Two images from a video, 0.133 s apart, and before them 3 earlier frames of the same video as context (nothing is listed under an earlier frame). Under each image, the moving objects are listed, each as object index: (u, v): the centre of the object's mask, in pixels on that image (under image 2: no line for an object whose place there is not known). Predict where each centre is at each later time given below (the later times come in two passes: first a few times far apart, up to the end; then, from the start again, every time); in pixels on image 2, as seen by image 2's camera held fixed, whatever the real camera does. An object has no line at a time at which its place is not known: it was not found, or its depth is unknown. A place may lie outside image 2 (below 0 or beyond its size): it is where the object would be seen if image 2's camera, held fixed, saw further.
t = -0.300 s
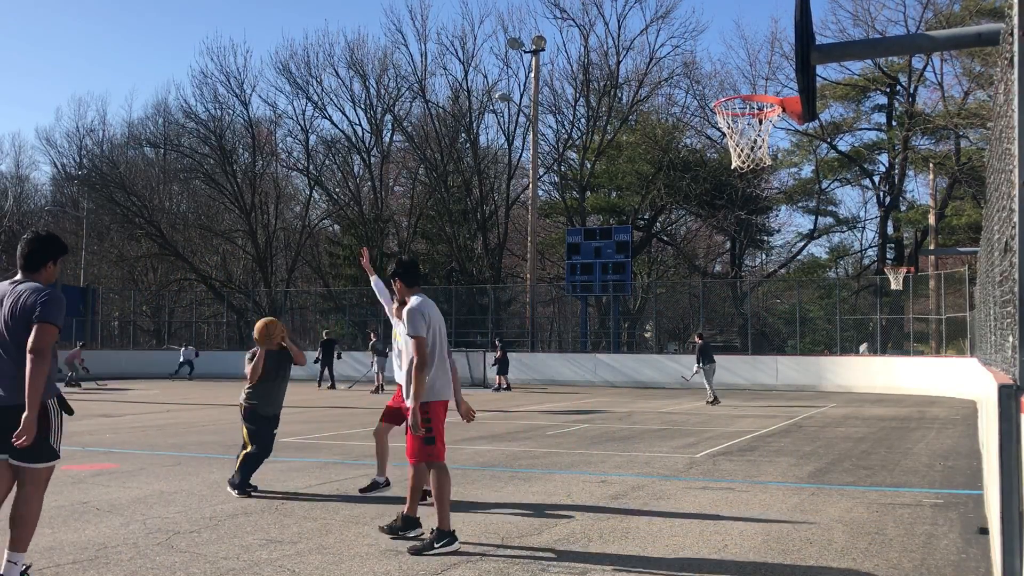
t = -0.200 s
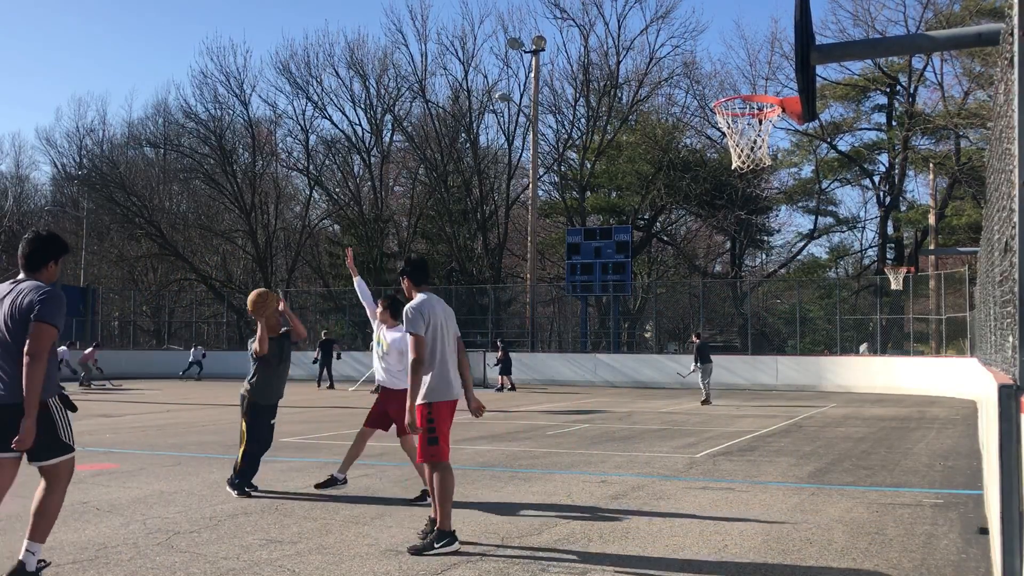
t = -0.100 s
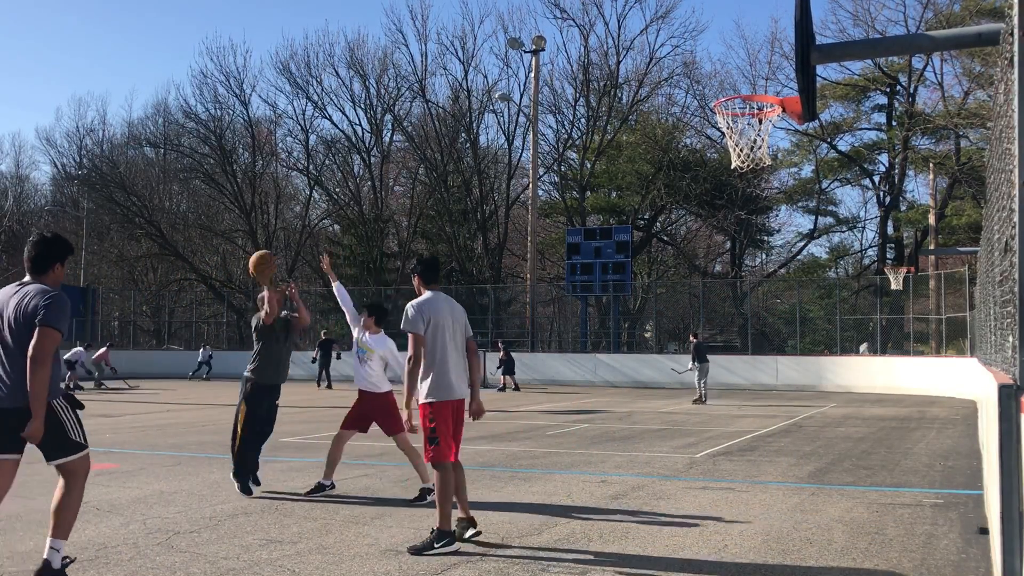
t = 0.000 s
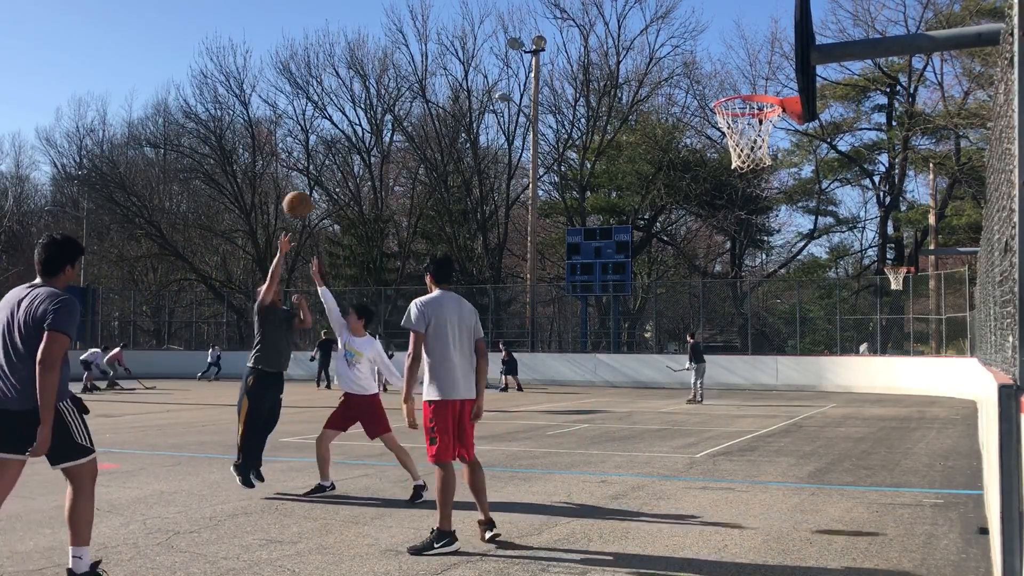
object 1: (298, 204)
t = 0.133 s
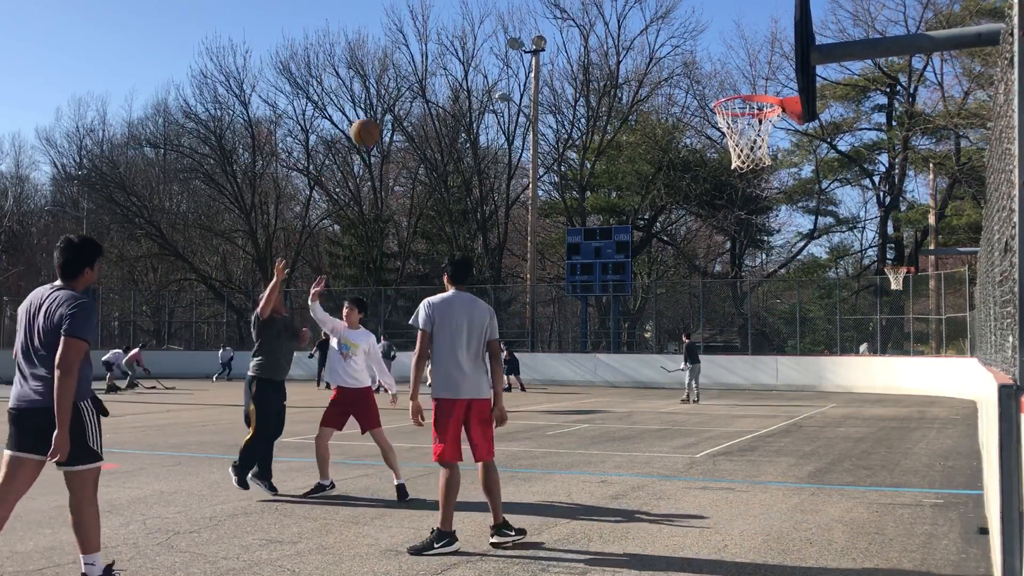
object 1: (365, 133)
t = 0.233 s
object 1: (417, 90)
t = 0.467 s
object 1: (543, 30)
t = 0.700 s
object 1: (679, 34)
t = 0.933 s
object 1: (760, 74)
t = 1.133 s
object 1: (676, 67)
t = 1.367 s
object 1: (587, 123)
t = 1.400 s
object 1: (575, 136)
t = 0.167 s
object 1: (382, 118)
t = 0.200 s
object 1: (399, 103)
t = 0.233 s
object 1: (417, 90)
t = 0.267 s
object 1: (434, 78)
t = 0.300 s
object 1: (453, 67)
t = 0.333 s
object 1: (470, 57)
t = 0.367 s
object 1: (488, 49)
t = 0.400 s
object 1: (506, 41)
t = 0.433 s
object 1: (524, 36)
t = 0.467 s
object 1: (543, 30)
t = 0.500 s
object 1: (561, 27)
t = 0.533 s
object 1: (580, 24)
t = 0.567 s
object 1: (599, 23)
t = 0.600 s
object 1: (618, 24)
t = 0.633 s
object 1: (638, 26)
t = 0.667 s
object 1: (658, 29)
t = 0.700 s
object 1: (679, 34)
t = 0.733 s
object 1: (699, 40)
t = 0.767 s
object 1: (720, 48)
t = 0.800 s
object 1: (742, 57)
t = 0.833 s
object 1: (763, 68)
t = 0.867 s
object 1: (782, 80)
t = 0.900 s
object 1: (775, 81)
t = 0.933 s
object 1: (760, 74)
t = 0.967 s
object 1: (746, 70)
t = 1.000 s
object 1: (731, 66)
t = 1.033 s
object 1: (717, 65)
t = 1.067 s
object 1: (704, 64)
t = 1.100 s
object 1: (690, 65)
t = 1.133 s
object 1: (676, 67)
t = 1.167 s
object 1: (662, 71)
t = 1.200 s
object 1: (649, 77)
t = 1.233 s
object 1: (637, 84)
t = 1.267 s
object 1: (624, 91)
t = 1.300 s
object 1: (612, 101)
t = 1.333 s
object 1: (600, 111)
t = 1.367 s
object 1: (587, 123)
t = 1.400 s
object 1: (575, 136)
